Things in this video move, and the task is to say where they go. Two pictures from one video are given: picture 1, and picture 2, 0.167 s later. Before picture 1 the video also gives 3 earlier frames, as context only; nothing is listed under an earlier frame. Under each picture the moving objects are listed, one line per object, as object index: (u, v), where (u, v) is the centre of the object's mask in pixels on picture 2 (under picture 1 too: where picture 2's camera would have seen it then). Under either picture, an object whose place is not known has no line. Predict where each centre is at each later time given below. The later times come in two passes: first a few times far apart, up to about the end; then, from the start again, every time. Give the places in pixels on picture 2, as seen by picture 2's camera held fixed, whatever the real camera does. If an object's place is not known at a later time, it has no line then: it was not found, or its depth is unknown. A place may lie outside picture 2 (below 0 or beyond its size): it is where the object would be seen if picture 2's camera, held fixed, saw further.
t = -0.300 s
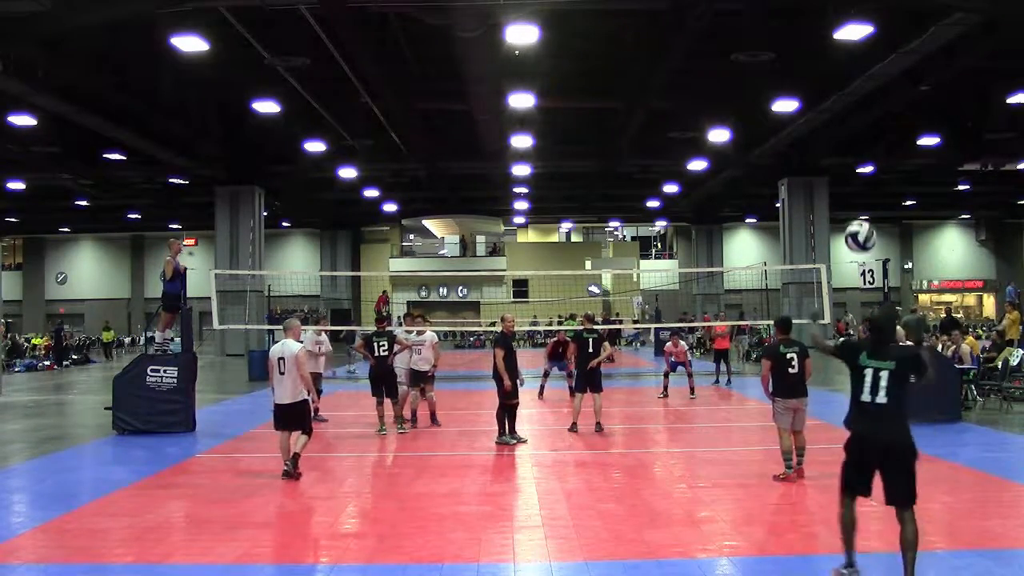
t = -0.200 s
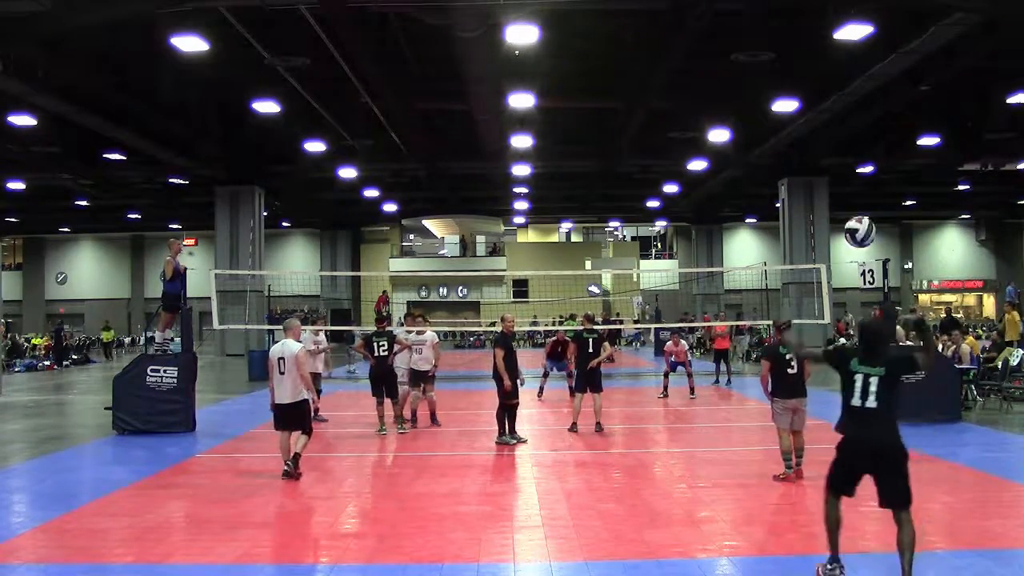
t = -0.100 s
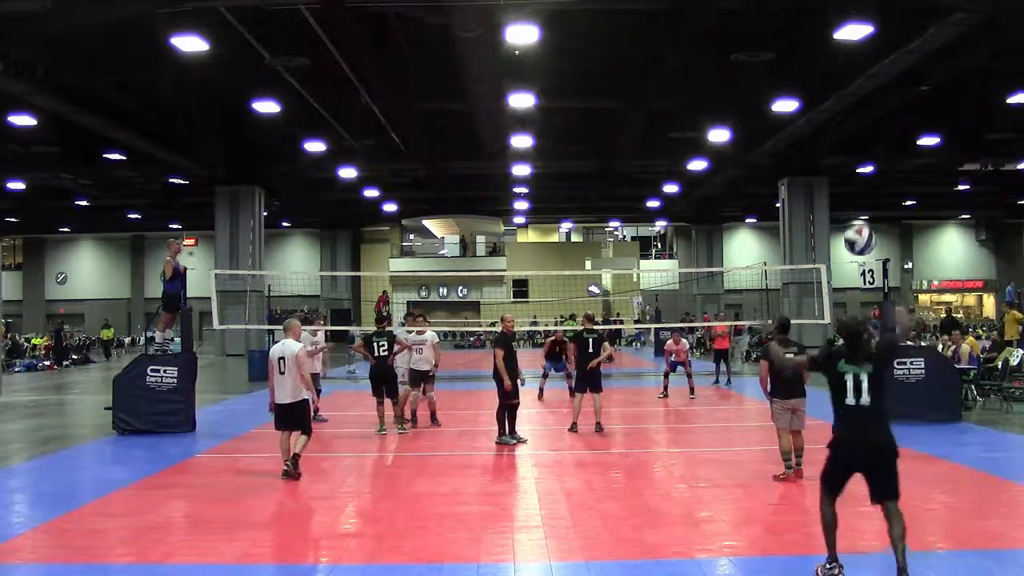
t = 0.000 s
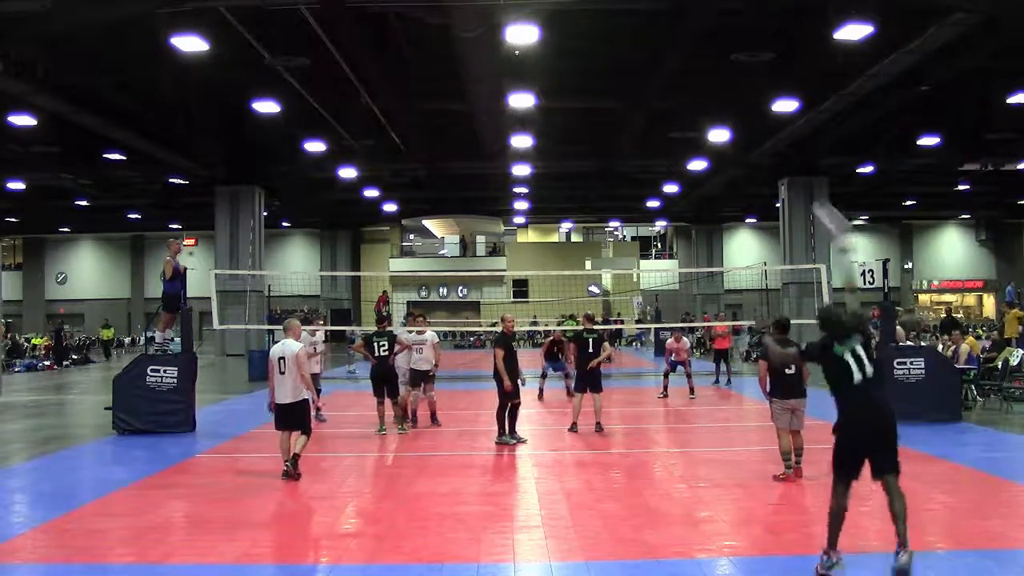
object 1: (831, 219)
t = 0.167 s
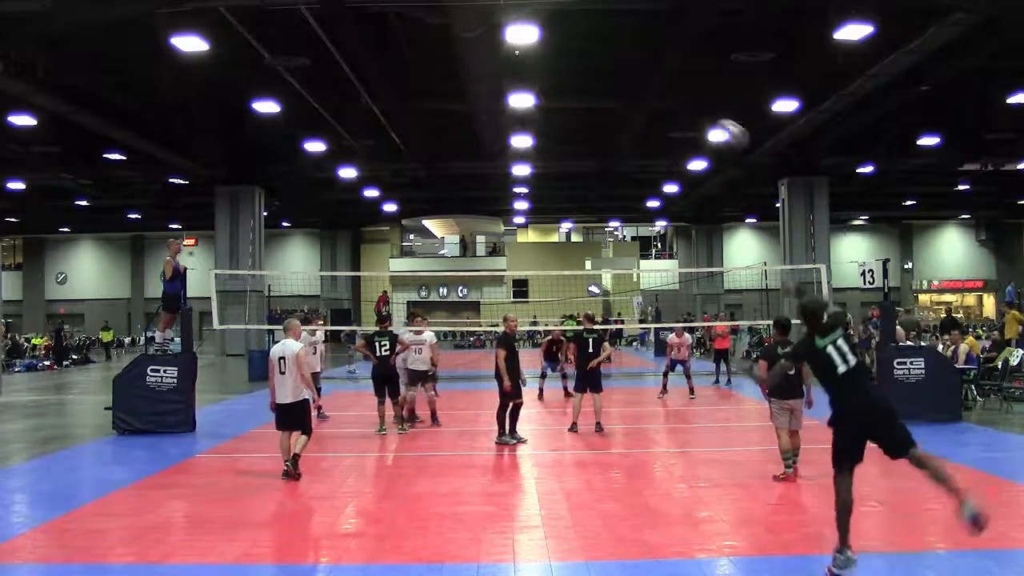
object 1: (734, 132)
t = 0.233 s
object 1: (702, 116)
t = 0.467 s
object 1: (627, 96)
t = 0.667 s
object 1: (584, 113)
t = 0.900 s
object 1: (549, 159)
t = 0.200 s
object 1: (715, 120)
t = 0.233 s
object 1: (702, 116)
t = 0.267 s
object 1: (689, 111)
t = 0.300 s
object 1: (676, 107)
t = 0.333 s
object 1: (665, 103)
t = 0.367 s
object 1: (654, 100)
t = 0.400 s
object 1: (644, 98)
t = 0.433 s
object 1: (635, 97)
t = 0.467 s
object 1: (627, 96)
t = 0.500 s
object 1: (618, 97)
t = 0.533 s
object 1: (611, 99)
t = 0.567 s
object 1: (604, 102)
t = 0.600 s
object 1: (596, 105)
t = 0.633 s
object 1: (590, 108)
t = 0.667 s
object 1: (584, 113)
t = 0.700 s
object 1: (578, 118)
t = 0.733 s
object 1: (573, 124)
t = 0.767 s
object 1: (567, 130)
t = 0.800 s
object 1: (563, 136)
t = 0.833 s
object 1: (558, 143)
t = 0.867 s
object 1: (554, 151)
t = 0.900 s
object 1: (549, 159)
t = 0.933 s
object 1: (545, 166)
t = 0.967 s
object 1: (541, 175)
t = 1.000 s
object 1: (537, 183)
